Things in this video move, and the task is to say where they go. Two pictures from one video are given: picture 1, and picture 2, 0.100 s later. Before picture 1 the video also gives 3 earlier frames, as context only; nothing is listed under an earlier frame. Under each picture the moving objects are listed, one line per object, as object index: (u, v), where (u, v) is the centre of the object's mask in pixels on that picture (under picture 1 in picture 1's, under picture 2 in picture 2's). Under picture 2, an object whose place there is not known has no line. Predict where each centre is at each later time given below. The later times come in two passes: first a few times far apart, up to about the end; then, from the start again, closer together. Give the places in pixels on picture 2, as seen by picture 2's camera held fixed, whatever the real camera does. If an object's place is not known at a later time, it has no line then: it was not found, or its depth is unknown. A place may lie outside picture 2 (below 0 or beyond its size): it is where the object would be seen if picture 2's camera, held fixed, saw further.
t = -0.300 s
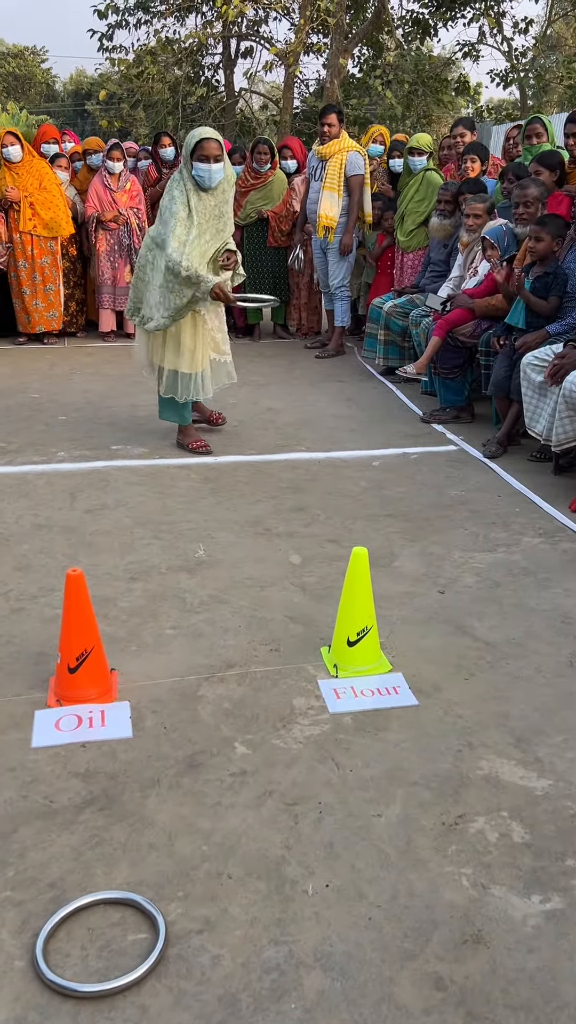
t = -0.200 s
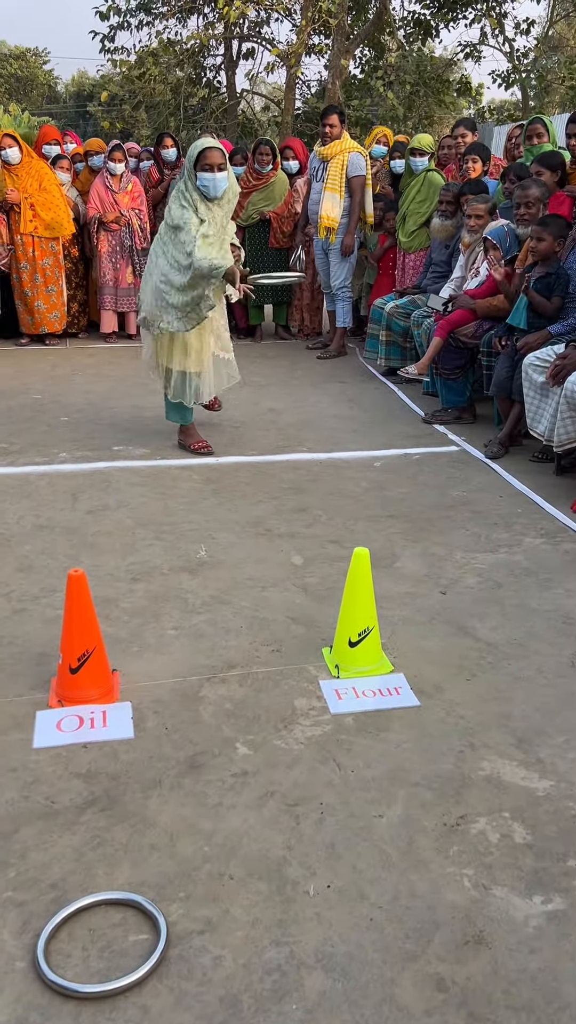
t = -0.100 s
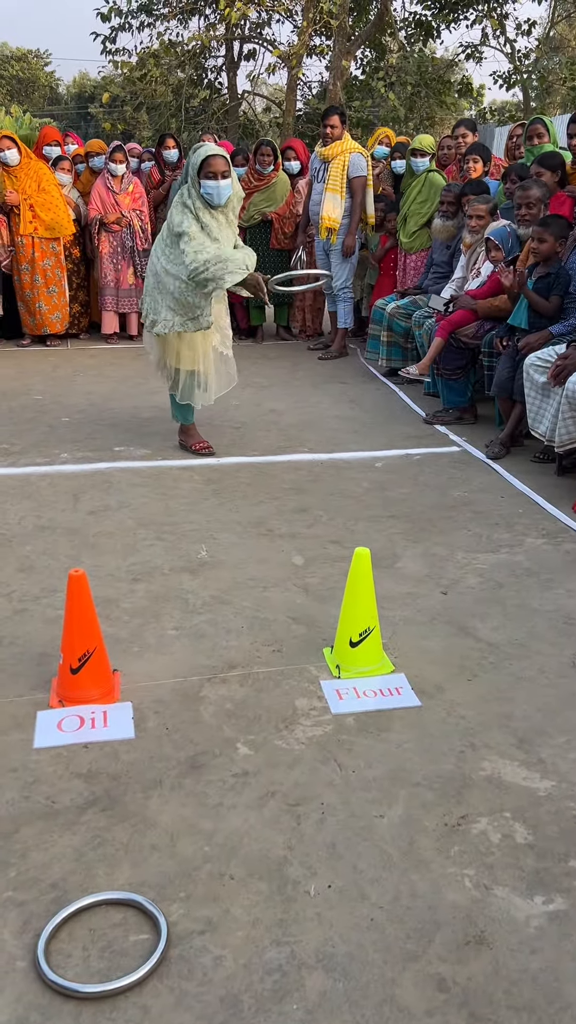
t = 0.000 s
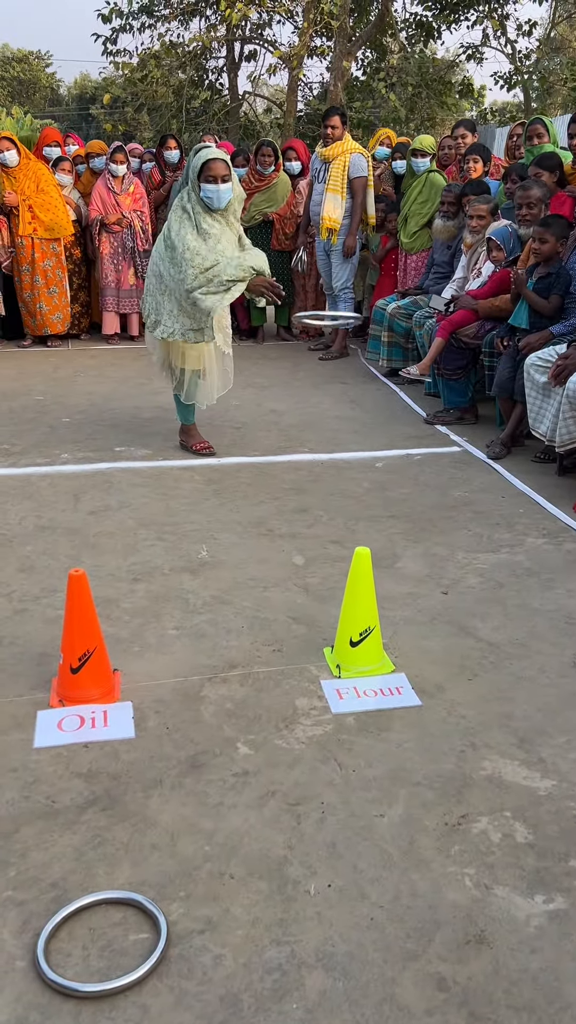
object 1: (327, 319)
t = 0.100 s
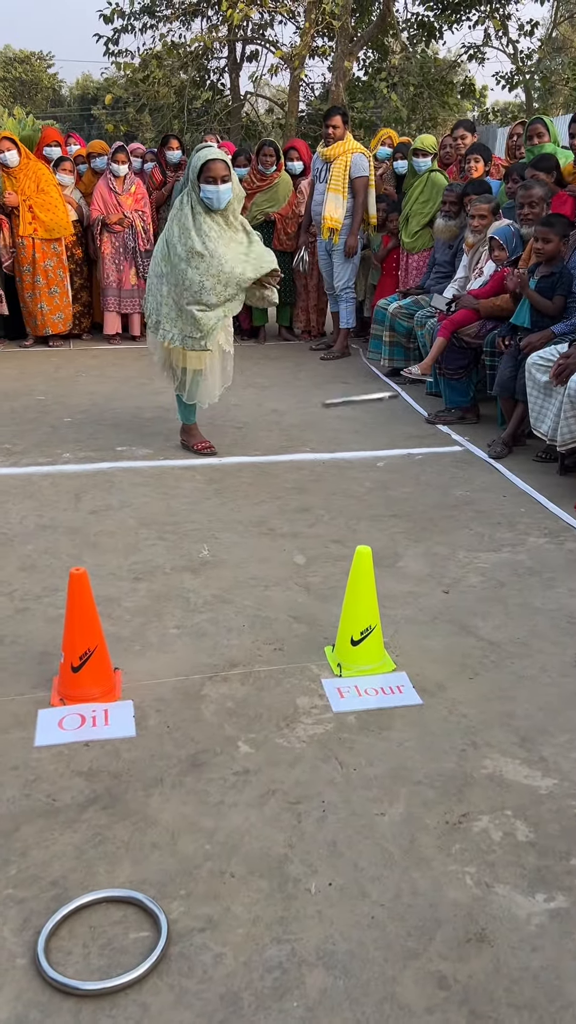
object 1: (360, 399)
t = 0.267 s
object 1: (413, 601)
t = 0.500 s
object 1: (438, 646)
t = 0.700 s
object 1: (434, 704)
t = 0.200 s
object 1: (396, 532)
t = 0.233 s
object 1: (404, 567)
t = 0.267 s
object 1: (413, 601)
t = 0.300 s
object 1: (422, 645)
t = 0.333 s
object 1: (428, 690)
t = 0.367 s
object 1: (433, 708)
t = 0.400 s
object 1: (436, 686)
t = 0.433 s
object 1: (435, 670)
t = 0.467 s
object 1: (437, 655)
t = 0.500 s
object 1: (438, 646)
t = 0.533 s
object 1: (437, 643)
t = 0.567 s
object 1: (439, 643)
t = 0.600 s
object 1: (437, 650)
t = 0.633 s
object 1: (438, 662)
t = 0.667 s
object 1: (437, 680)
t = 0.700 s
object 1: (434, 704)
